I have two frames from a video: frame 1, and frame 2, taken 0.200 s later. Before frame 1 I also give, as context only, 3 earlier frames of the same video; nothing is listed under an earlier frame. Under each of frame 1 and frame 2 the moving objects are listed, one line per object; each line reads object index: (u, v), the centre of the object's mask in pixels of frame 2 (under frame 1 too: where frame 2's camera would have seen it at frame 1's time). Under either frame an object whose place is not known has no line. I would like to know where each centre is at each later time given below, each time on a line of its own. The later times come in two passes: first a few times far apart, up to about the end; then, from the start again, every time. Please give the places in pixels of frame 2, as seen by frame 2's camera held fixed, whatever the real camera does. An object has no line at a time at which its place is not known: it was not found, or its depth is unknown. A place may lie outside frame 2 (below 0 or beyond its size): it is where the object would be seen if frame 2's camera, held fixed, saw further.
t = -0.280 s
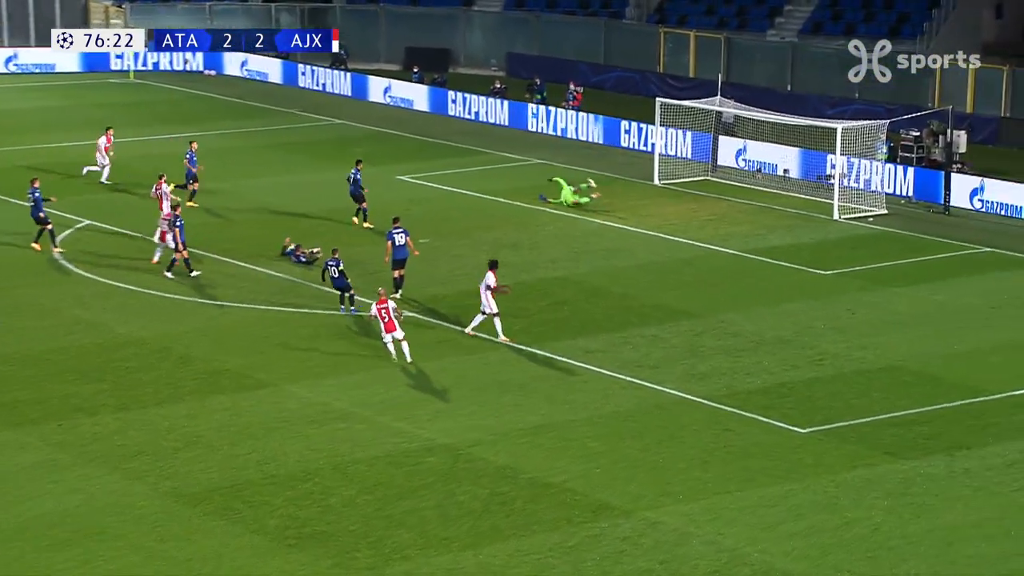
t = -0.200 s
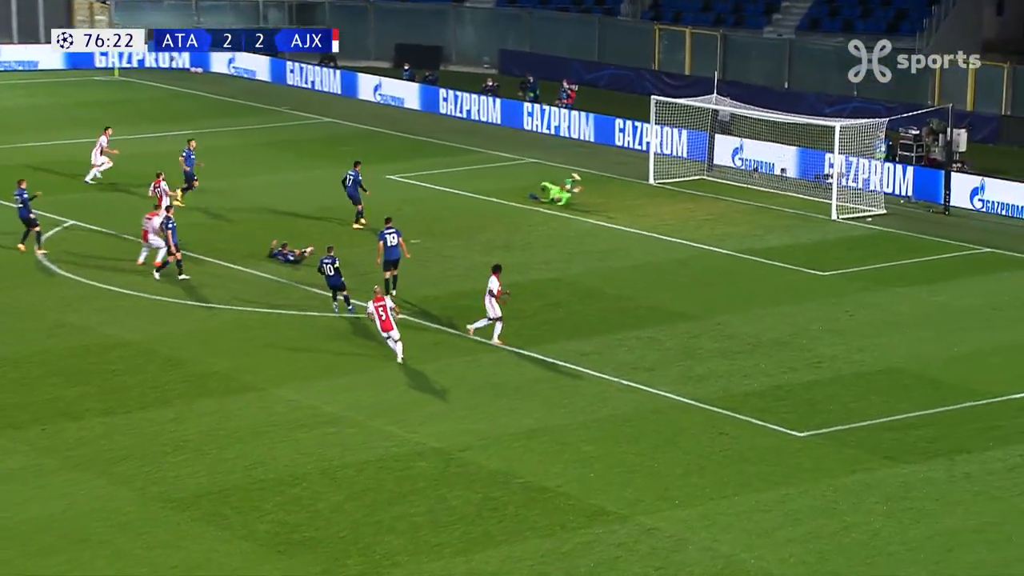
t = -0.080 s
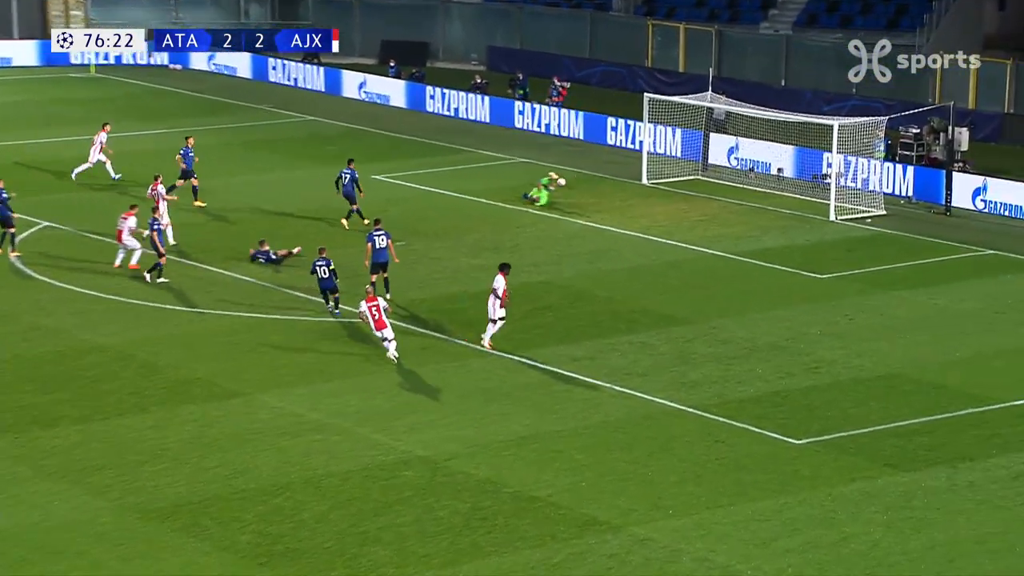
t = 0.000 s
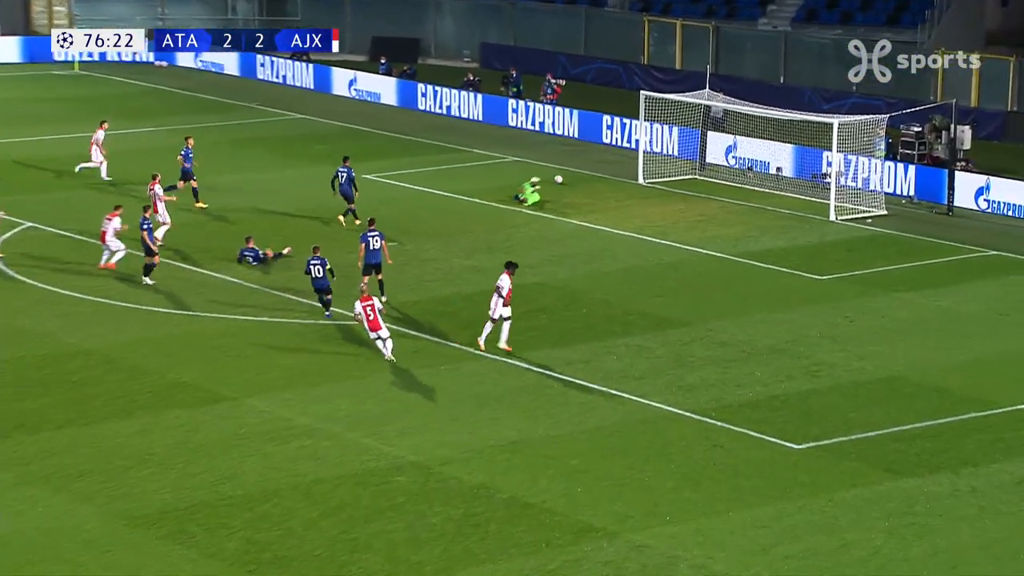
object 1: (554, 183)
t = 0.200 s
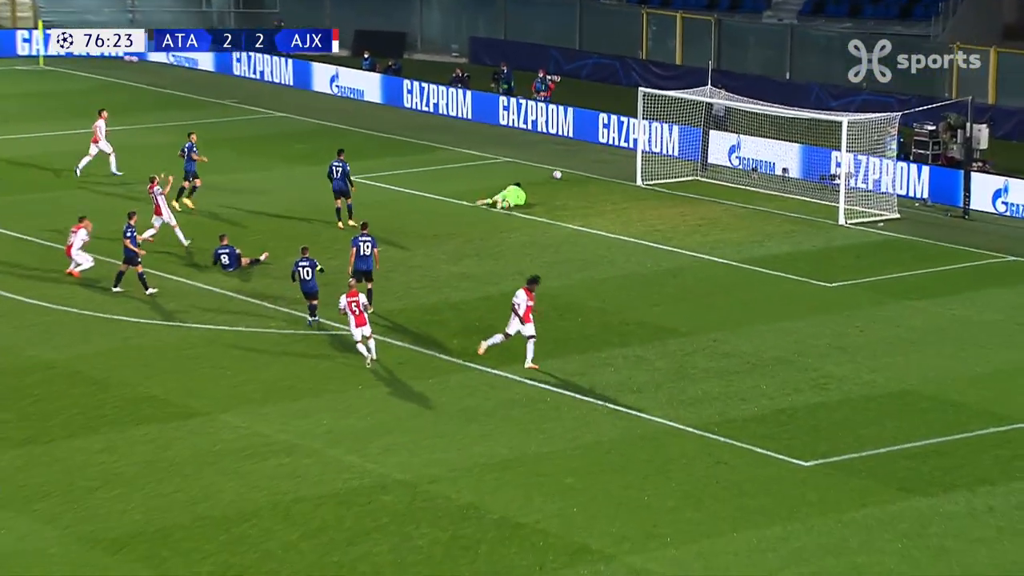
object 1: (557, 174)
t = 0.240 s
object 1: (557, 173)
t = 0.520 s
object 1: (562, 165)
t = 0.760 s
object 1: (568, 159)
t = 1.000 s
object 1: (574, 153)
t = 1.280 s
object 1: (582, 146)
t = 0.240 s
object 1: (557, 173)
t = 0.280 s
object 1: (557, 171)
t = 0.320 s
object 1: (558, 171)
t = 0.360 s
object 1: (559, 169)
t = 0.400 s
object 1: (559, 168)
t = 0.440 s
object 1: (560, 168)
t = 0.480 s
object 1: (561, 166)
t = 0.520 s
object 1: (562, 165)
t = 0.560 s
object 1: (563, 164)
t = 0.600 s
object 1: (564, 163)
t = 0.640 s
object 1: (565, 162)
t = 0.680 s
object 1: (566, 161)
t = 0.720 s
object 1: (567, 160)
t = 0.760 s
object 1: (568, 159)
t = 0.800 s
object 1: (570, 158)
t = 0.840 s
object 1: (570, 156)
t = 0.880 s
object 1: (571, 156)
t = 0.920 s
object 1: (572, 155)
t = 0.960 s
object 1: (573, 154)
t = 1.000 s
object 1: (574, 153)
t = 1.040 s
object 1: (575, 152)
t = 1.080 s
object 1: (576, 151)
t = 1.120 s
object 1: (578, 150)
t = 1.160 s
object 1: (580, 149)
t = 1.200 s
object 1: (580, 148)
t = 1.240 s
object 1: (581, 147)
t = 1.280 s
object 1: (582, 146)
